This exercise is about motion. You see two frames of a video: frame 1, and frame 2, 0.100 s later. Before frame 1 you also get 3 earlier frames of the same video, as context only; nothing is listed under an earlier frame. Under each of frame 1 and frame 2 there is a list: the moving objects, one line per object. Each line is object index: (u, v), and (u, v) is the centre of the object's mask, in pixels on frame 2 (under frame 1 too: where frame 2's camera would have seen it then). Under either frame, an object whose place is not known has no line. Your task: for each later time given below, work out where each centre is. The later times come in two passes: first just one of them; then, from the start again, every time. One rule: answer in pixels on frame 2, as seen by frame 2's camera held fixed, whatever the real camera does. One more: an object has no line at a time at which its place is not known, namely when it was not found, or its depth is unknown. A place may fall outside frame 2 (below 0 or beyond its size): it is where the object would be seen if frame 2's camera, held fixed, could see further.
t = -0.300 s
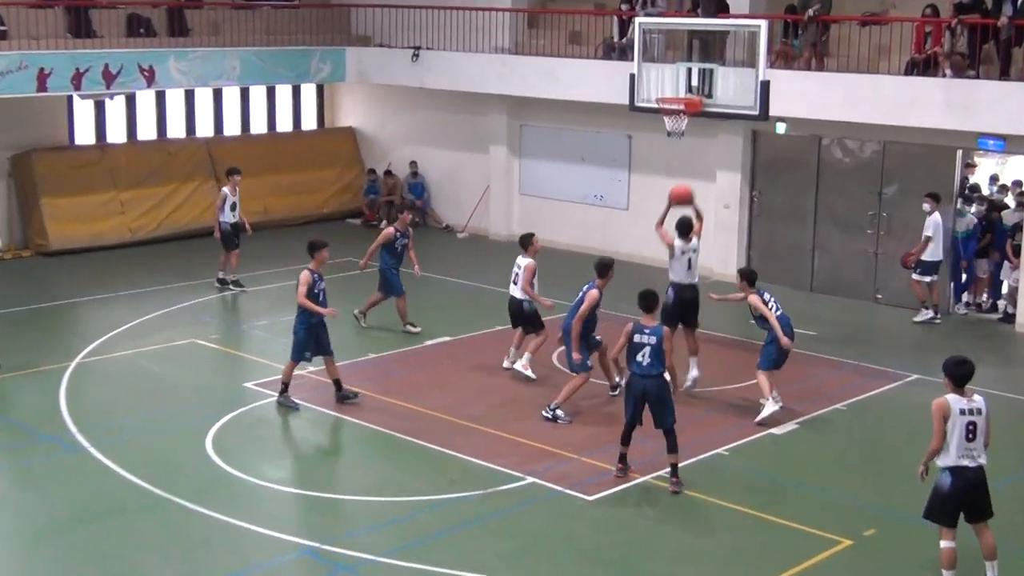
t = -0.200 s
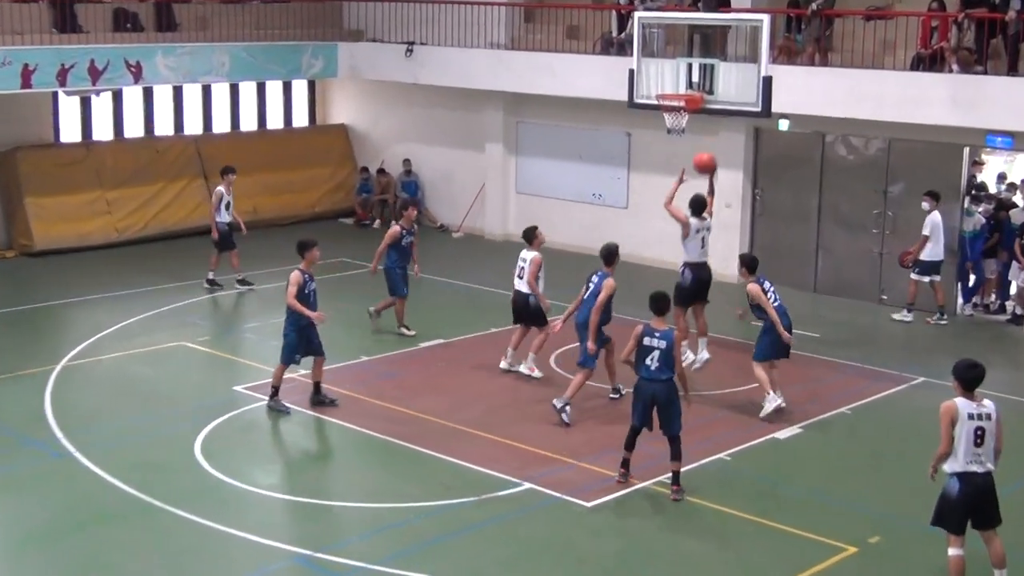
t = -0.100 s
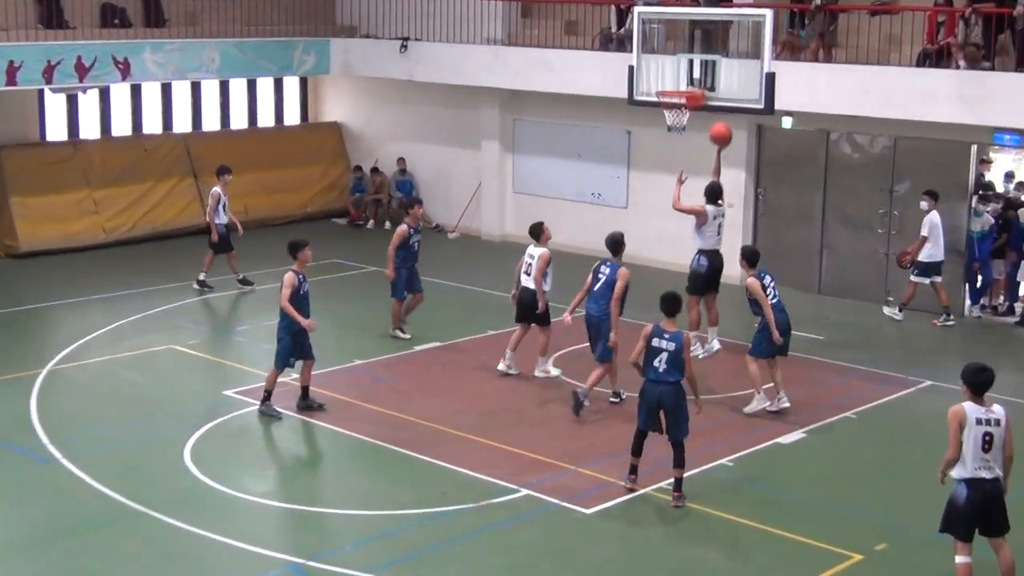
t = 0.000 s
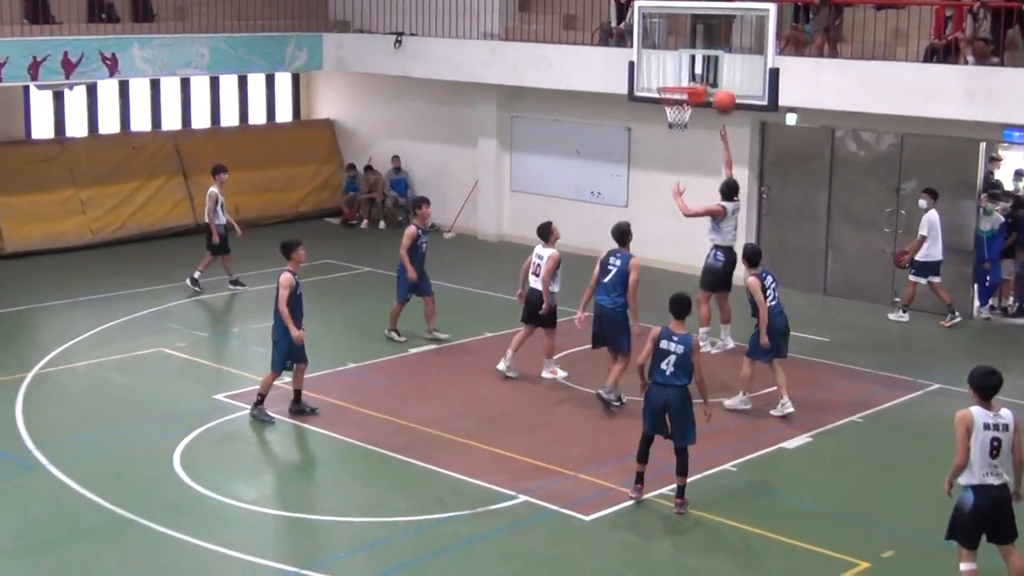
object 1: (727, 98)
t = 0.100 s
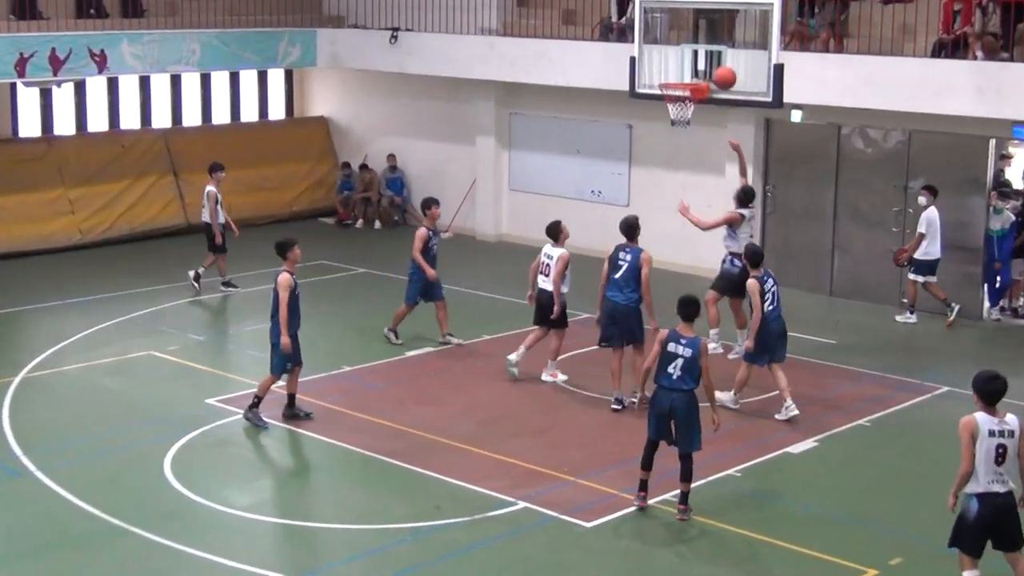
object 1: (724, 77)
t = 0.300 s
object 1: (712, 64)
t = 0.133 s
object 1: (722, 73)
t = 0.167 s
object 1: (722, 70)
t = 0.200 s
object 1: (721, 67)
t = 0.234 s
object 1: (720, 66)
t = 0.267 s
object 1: (717, 64)
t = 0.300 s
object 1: (712, 64)
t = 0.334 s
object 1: (706, 65)
